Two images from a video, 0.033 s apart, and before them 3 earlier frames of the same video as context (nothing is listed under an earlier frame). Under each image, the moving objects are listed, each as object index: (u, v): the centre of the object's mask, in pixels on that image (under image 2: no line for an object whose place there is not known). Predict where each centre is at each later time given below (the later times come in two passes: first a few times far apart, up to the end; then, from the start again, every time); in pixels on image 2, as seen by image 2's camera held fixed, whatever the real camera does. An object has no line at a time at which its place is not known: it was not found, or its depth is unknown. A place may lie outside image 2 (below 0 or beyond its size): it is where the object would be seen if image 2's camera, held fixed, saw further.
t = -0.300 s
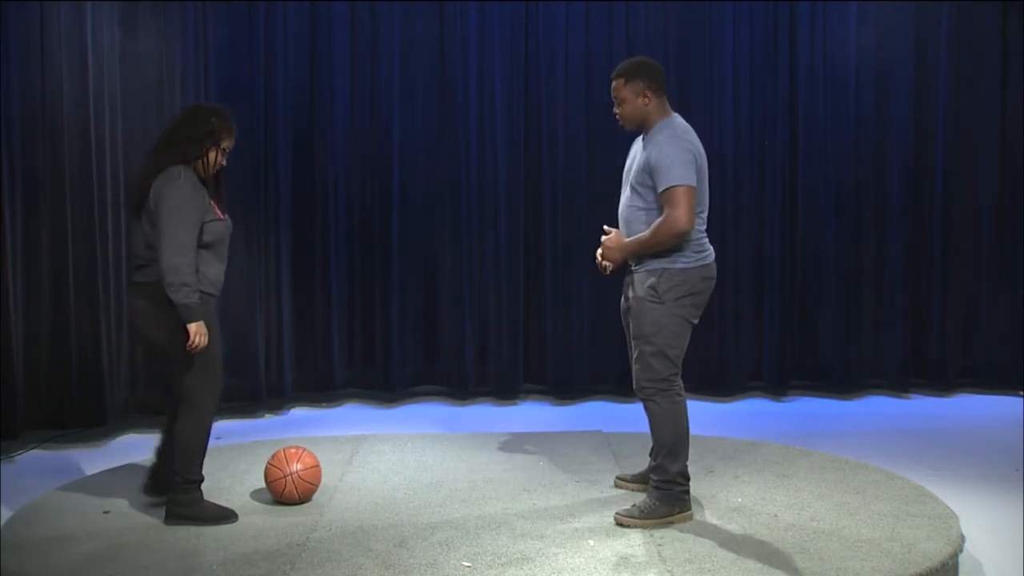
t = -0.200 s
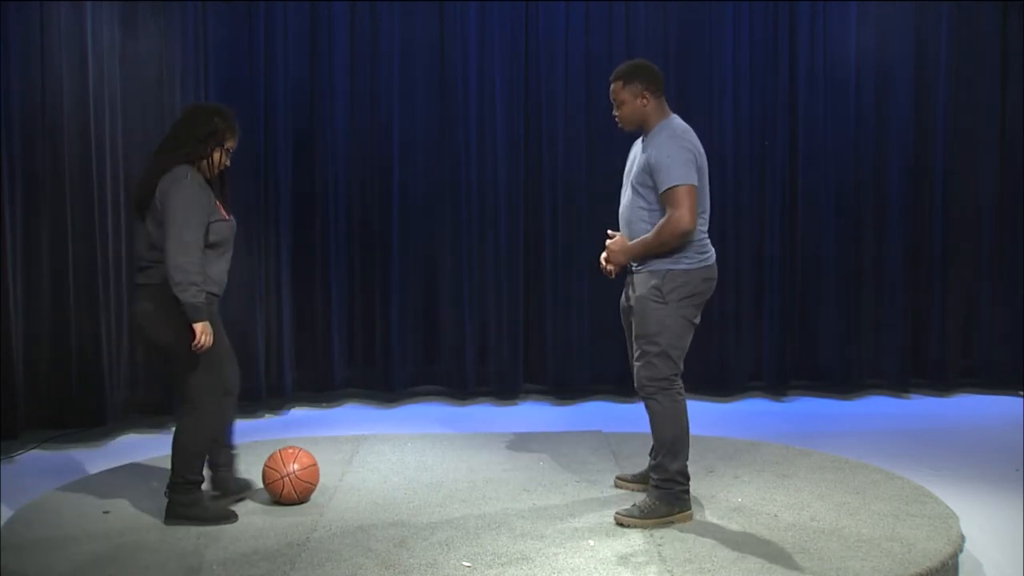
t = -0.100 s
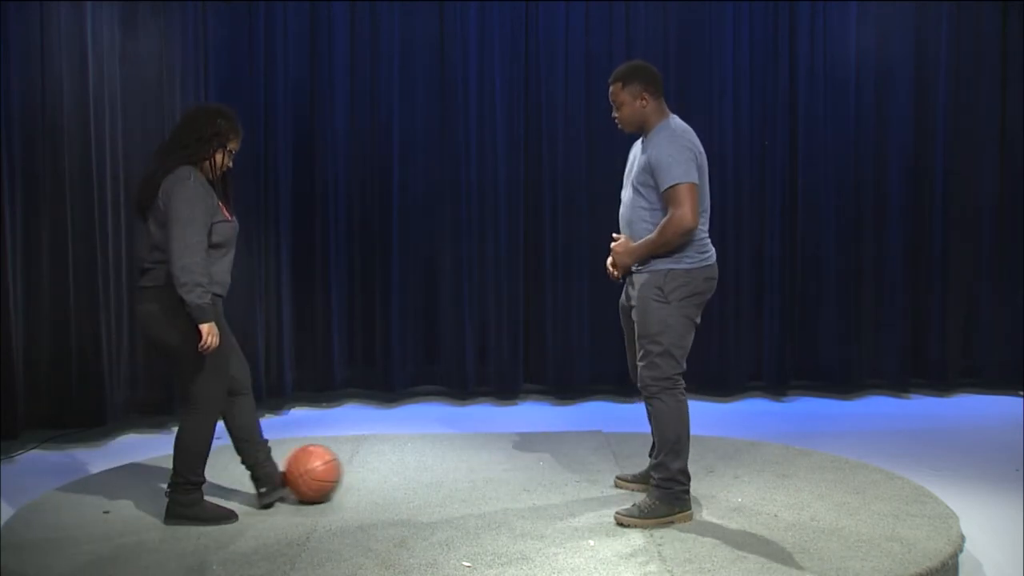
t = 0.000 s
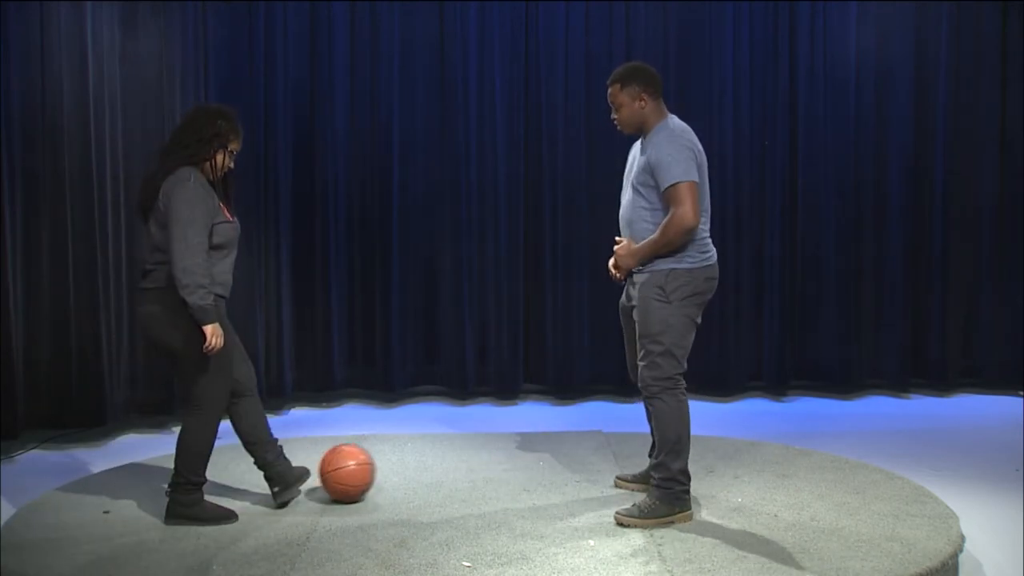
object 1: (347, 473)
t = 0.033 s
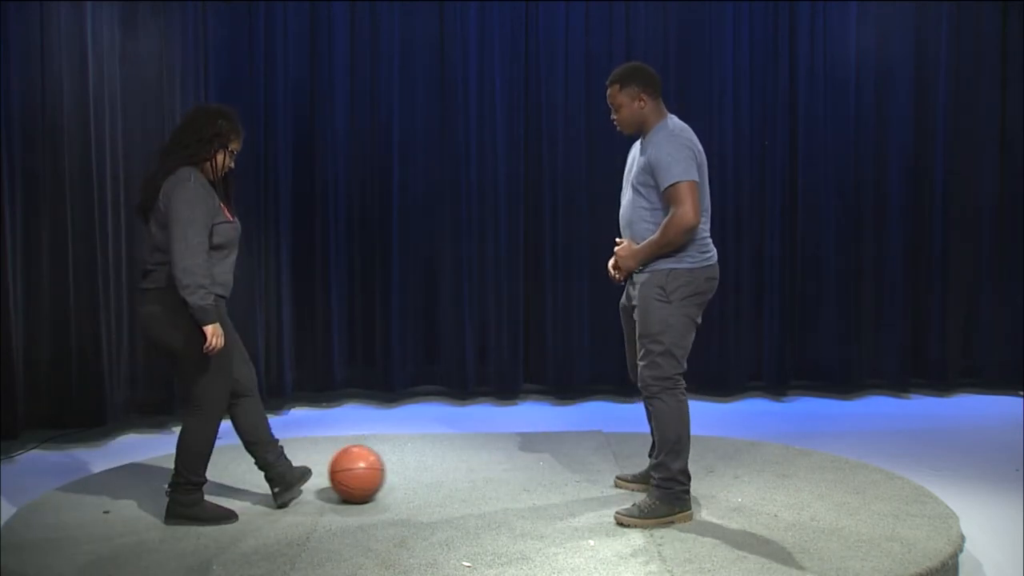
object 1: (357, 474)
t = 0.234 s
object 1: (398, 475)
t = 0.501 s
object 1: (450, 475)
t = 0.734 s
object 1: (494, 476)
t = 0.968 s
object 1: (536, 476)
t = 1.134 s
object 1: (565, 477)
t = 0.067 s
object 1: (365, 474)
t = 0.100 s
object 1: (371, 473)
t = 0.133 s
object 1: (378, 475)
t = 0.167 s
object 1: (385, 474)
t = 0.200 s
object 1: (392, 475)
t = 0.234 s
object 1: (398, 475)
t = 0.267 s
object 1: (405, 475)
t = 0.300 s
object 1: (411, 475)
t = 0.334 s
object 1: (418, 475)
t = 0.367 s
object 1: (425, 474)
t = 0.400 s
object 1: (431, 475)
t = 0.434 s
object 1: (438, 475)
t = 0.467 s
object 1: (444, 475)
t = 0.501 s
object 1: (450, 475)
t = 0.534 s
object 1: (457, 475)
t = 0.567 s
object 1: (463, 475)
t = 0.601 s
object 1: (469, 475)
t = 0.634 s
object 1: (476, 475)
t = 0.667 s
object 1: (482, 476)
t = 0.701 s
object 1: (488, 476)
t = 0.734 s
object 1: (494, 476)
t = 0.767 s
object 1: (501, 476)
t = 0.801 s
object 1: (507, 476)
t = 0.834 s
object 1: (513, 476)
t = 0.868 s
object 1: (519, 476)
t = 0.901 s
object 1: (525, 476)
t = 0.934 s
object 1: (531, 476)
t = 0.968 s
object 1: (536, 476)
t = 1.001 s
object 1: (542, 476)
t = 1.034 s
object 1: (548, 476)
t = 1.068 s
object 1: (553, 477)
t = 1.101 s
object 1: (559, 477)
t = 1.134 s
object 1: (565, 477)
